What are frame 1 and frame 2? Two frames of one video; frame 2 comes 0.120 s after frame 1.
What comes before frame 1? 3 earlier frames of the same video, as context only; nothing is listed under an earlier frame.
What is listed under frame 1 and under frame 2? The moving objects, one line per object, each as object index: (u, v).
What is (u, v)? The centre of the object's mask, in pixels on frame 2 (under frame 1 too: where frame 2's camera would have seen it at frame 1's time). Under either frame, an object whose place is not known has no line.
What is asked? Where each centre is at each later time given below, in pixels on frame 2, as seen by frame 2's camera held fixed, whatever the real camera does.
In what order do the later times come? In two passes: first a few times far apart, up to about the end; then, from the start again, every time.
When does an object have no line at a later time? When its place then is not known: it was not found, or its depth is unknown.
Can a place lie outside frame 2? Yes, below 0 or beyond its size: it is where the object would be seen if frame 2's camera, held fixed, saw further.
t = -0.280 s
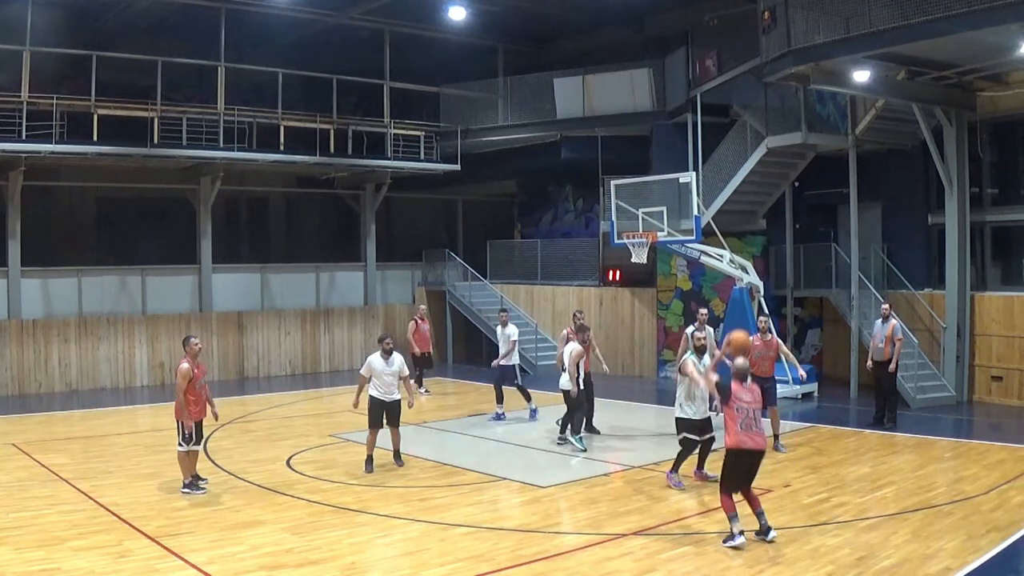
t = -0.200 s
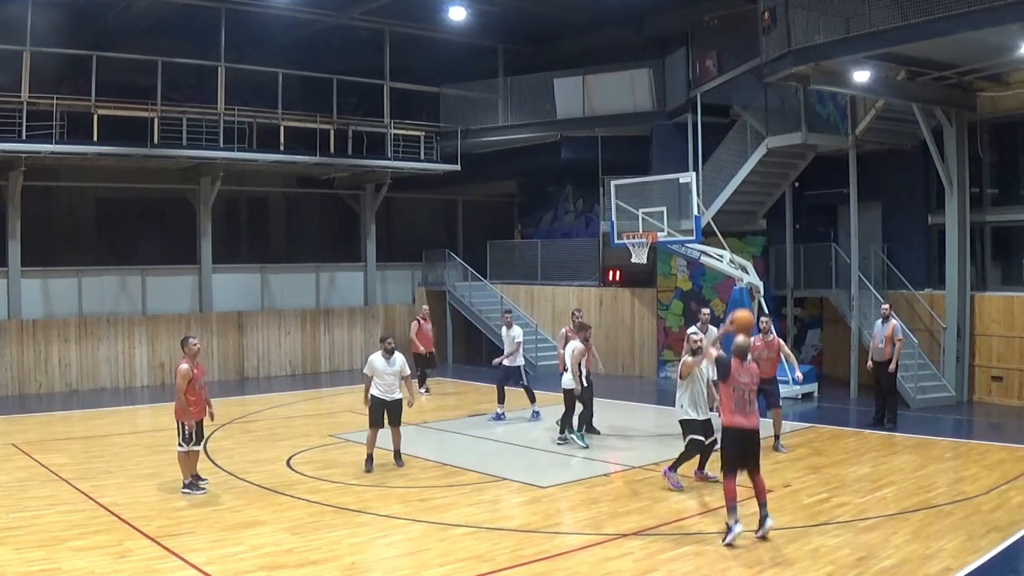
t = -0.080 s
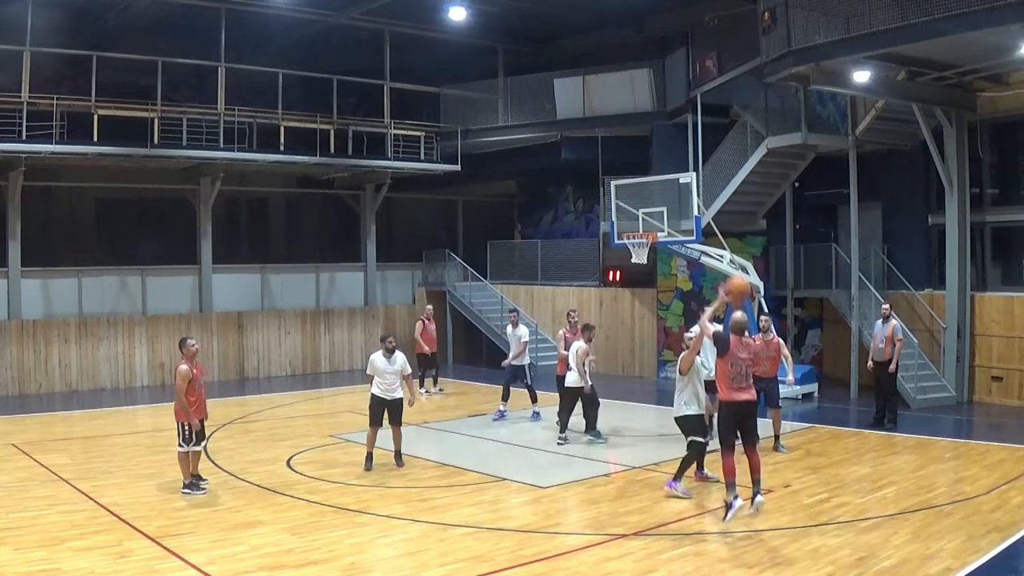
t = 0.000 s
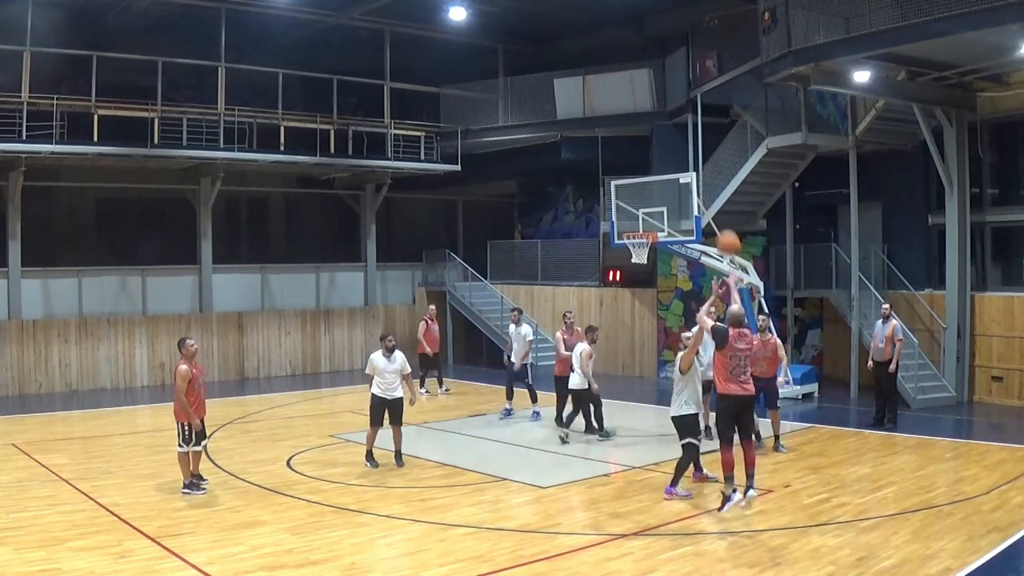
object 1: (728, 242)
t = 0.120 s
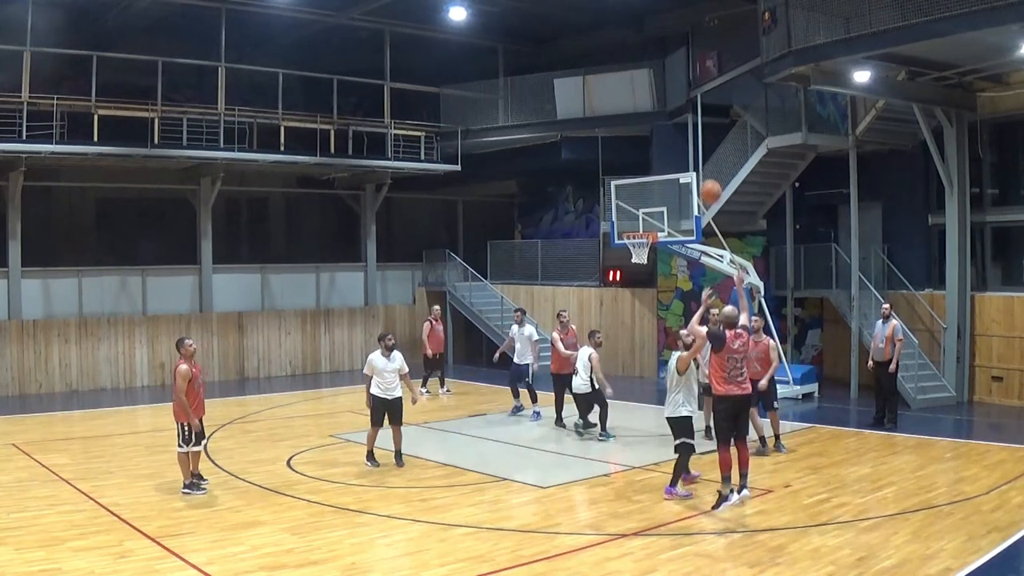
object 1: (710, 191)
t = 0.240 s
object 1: (695, 159)
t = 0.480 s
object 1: (671, 136)
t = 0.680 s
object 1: (656, 150)
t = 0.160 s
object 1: (706, 179)
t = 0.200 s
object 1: (701, 168)
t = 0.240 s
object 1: (695, 159)
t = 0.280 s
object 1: (691, 152)
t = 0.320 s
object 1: (687, 146)
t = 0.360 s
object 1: (682, 141)
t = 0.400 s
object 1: (679, 138)
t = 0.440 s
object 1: (675, 137)
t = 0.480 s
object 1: (671, 136)
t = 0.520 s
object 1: (668, 137)
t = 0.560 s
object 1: (665, 139)
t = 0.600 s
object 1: (662, 142)
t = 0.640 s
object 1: (659, 145)
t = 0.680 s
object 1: (656, 150)
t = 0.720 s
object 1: (654, 156)
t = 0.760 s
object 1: (651, 163)
